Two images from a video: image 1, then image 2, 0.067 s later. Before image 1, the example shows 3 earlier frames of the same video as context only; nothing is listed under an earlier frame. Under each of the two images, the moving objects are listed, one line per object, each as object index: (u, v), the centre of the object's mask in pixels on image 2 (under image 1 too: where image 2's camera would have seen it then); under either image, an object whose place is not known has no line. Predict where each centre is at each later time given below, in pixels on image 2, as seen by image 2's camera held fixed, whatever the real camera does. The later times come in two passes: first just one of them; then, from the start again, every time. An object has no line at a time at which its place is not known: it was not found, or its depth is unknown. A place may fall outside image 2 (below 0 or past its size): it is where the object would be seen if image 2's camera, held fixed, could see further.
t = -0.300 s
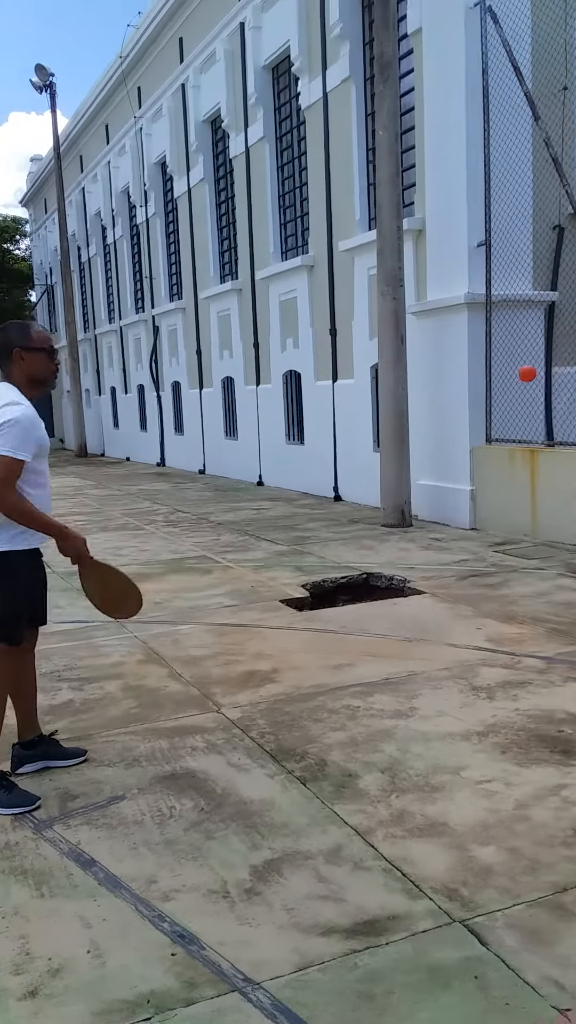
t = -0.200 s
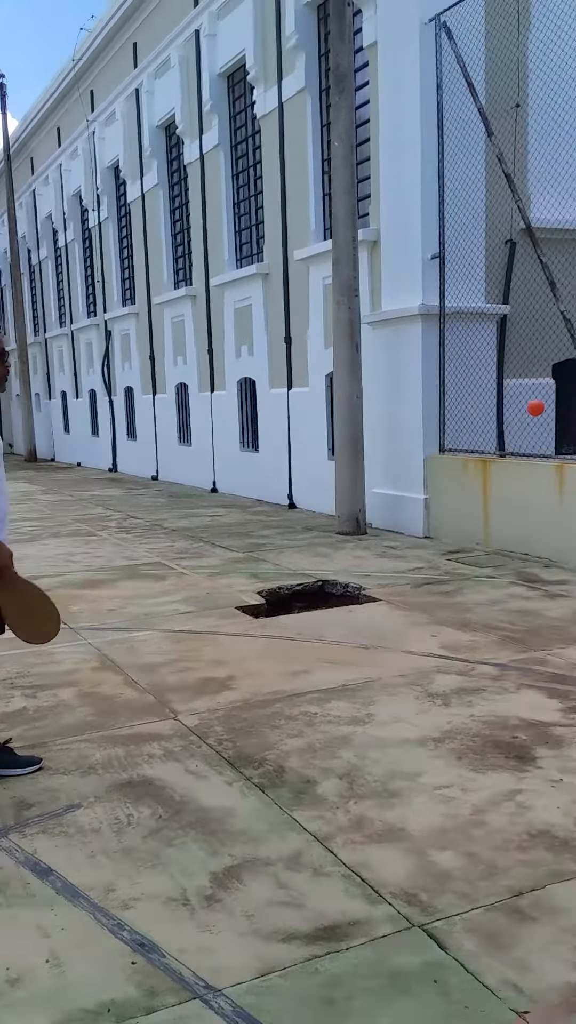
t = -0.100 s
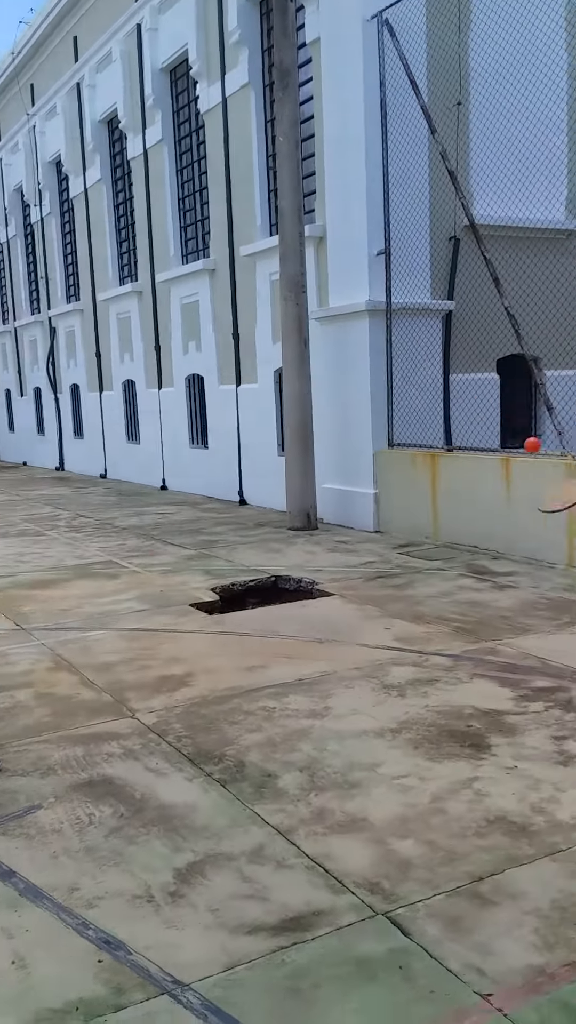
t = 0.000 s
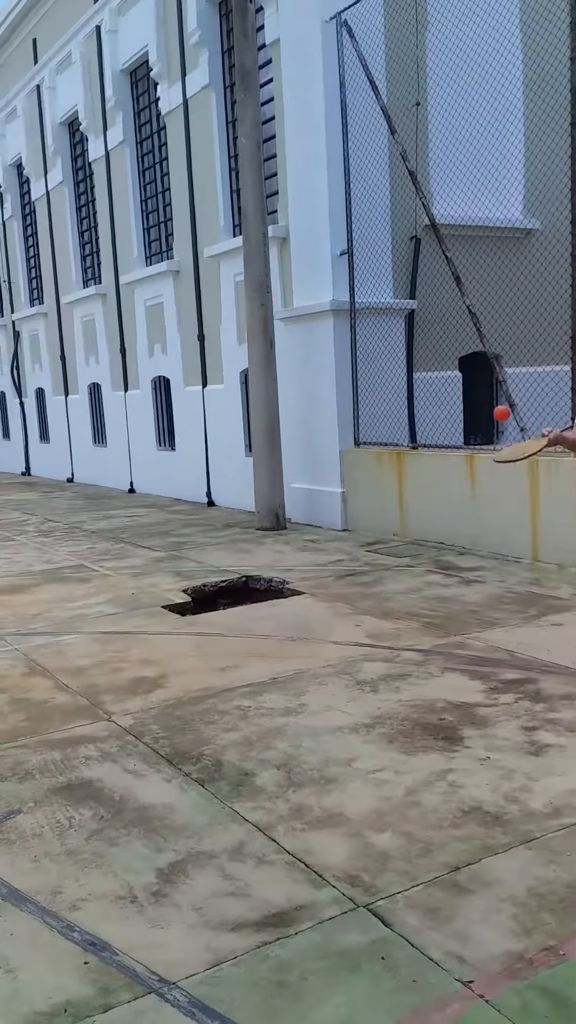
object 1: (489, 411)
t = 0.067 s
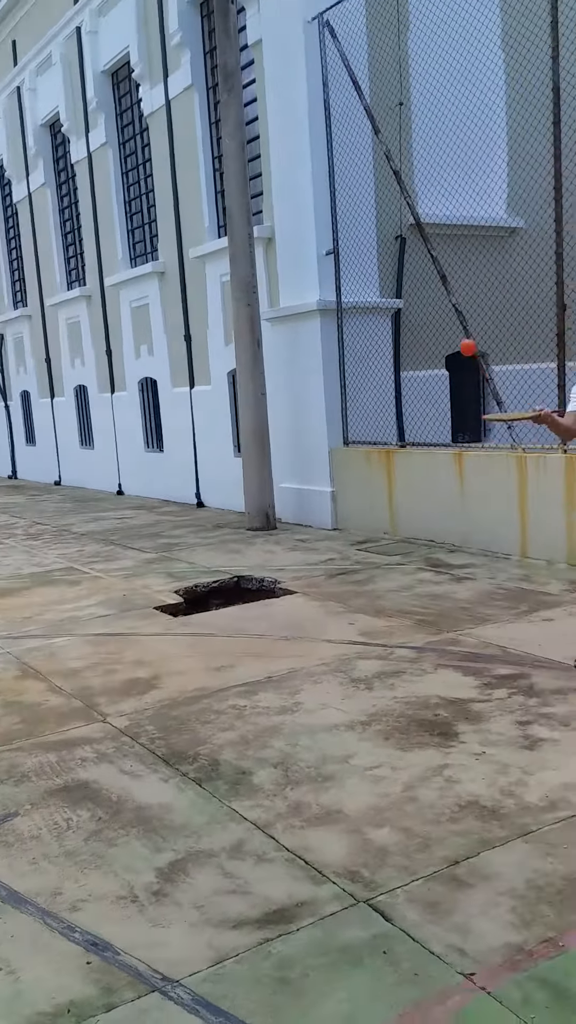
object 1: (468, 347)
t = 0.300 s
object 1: (395, 199)
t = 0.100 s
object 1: (458, 319)
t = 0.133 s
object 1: (446, 293)
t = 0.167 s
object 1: (435, 269)
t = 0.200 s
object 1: (424, 249)
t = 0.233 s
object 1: (414, 230)
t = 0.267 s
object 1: (405, 214)
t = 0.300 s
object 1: (395, 199)
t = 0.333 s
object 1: (384, 191)
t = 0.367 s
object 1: (373, 184)
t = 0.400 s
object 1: (362, 180)
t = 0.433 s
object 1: (352, 178)
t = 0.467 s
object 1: (342, 179)
